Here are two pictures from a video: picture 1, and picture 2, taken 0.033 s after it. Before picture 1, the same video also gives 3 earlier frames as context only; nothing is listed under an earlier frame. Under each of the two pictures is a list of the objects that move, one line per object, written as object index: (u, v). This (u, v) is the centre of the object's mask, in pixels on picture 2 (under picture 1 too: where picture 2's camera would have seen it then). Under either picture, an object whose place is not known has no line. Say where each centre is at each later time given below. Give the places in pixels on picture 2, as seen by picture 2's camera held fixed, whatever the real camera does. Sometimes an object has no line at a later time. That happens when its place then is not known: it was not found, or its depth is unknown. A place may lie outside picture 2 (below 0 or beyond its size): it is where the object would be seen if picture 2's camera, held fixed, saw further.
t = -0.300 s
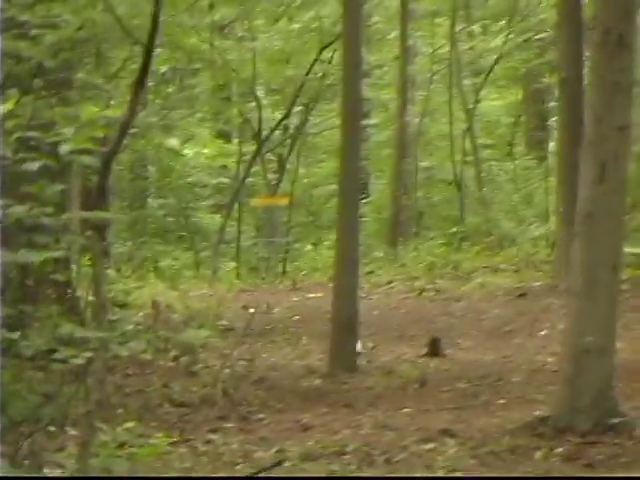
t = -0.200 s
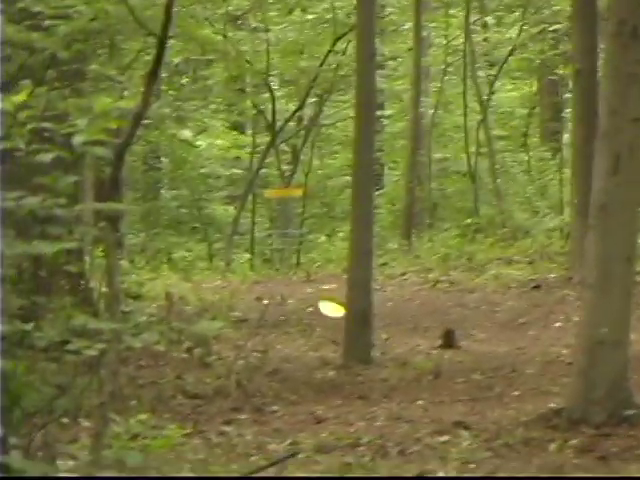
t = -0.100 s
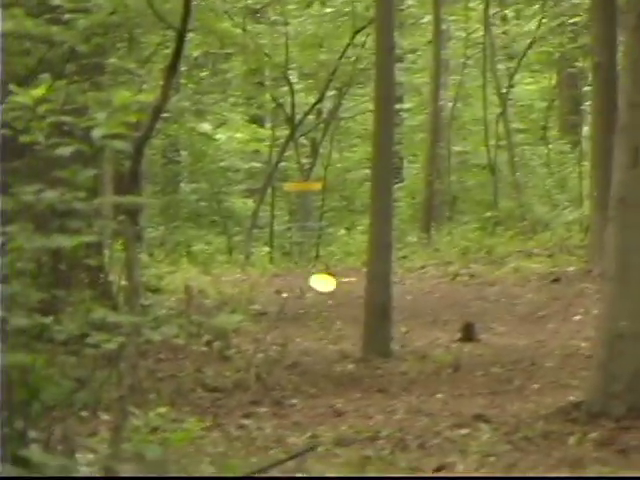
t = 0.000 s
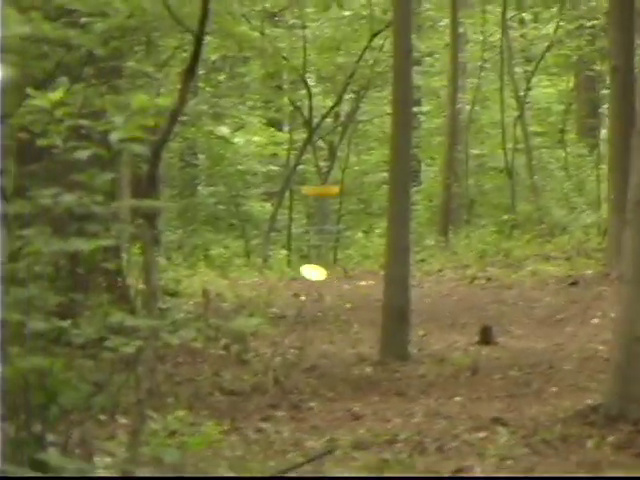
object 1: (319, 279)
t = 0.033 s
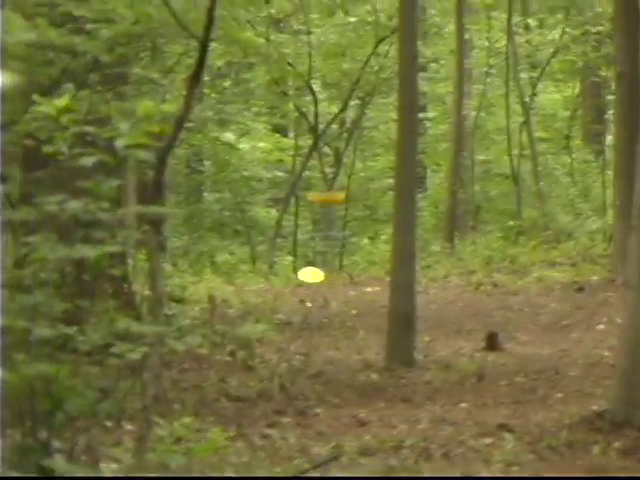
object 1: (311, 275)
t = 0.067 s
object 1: (302, 273)
